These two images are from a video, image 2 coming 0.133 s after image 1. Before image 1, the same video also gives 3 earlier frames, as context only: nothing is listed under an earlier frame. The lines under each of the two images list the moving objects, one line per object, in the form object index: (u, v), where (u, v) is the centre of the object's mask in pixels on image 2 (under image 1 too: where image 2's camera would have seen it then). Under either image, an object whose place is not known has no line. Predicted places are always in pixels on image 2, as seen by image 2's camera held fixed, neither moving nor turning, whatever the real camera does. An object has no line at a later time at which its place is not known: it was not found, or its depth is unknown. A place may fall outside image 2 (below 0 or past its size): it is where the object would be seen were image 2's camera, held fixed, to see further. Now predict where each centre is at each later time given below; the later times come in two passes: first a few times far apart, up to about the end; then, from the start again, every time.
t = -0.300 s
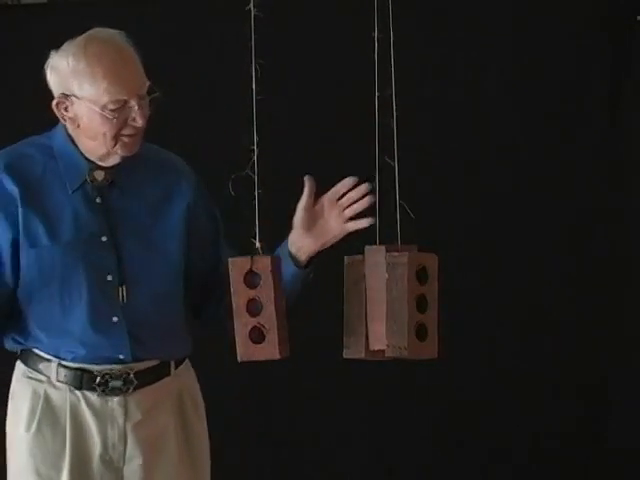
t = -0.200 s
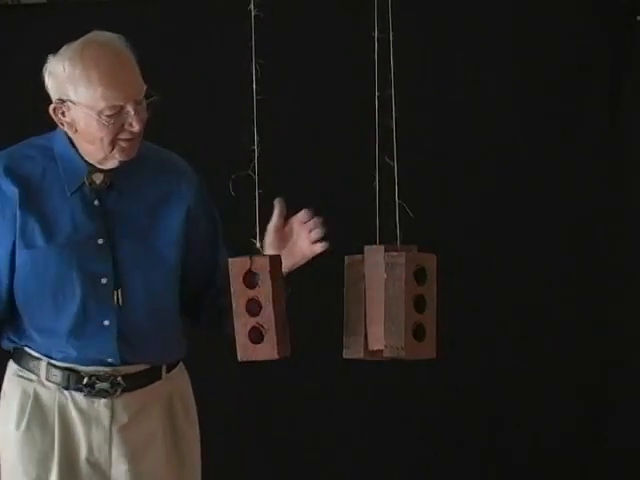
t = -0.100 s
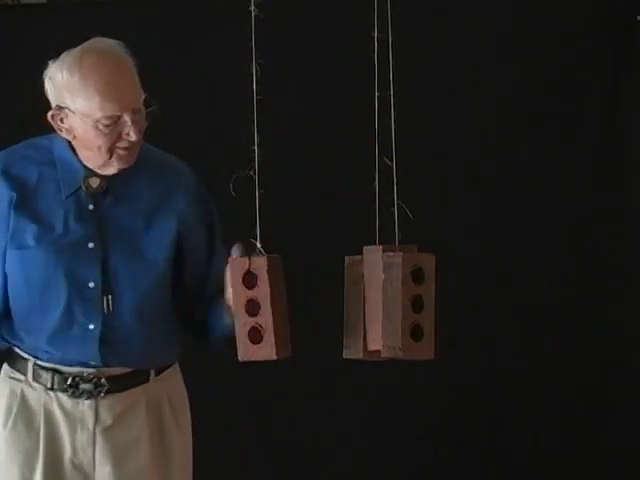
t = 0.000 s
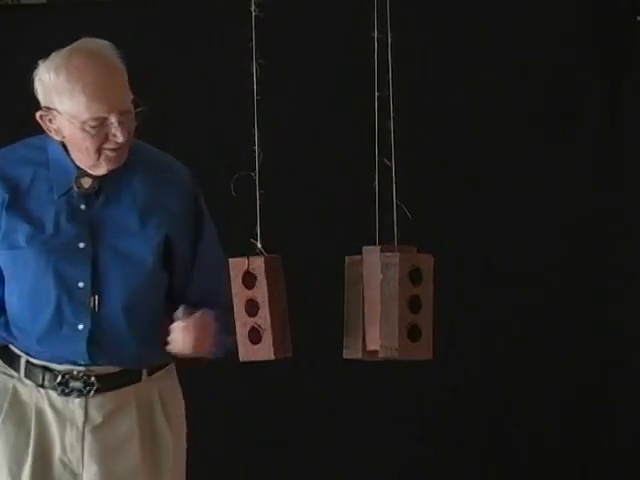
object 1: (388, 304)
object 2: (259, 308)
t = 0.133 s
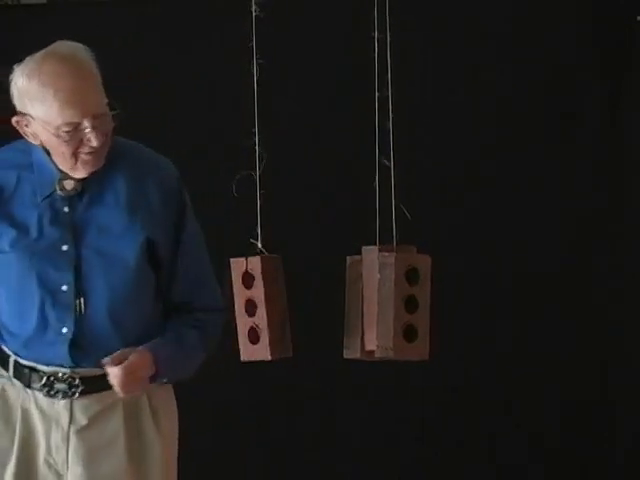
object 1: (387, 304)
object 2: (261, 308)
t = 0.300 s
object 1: (387, 304)
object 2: (262, 308)
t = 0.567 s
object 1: (386, 304)
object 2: (262, 308)
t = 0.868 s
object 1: (388, 303)
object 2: (261, 307)
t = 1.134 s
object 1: (389, 303)
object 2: (260, 307)
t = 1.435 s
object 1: (391, 304)
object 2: (258, 307)
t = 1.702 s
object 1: (391, 304)
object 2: (258, 308)
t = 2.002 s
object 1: (391, 305)
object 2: (259, 308)
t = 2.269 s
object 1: (389, 305)
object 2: (260, 308)
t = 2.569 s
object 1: (388, 304)
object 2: (262, 308)
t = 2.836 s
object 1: (387, 305)
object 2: (262, 308)
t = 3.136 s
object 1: (386, 304)
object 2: (260, 308)
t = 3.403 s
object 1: (388, 304)
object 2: (258, 307)
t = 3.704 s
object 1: (389, 304)
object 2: (257, 307)
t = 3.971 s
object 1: (391, 303)
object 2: (257, 307)
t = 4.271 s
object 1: (392, 303)
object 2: (257, 308)
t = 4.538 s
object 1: (392, 304)
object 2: (258, 308)
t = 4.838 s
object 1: (389, 304)
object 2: (259, 308)
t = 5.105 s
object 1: (387, 304)
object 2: (260, 307)
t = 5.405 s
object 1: (384, 304)
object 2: (260, 307)
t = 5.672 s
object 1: (385, 303)
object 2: (260, 307)
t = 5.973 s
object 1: (386, 305)
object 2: (258, 308)
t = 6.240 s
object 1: (389, 303)
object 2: (257, 307)
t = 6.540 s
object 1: (390, 306)
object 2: (256, 309)
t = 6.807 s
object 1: (391, 305)
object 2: (257, 309)
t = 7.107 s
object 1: (388, 305)
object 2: (258, 308)
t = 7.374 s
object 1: (388, 306)
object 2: (259, 310)
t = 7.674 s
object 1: (388, 306)
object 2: (260, 310)
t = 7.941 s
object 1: (387, 305)
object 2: (260, 309)
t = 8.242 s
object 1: (386, 305)
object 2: (259, 310)
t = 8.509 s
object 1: (388, 302)
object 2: (258, 308)
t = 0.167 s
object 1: (388, 305)
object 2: (261, 308)
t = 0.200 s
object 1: (388, 305)
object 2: (261, 308)
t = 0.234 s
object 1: (388, 305)
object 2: (262, 308)
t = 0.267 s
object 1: (387, 304)
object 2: (261, 308)
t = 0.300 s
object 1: (387, 304)
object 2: (262, 308)
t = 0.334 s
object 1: (387, 304)
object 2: (262, 308)
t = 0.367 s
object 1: (387, 304)
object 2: (262, 308)
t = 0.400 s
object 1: (386, 304)
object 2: (261, 307)
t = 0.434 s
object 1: (386, 304)
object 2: (261, 307)
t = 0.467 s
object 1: (386, 304)
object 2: (262, 307)
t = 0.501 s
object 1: (386, 304)
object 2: (262, 307)
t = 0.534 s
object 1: (386, 304)
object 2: (262, 307)
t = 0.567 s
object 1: (386, 304)
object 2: (262, 308)
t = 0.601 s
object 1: (386, 303)
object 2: (261, 307)
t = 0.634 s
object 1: (386, 303)
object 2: (261, 307)
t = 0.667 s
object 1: (386, 303)
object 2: (261, 307)
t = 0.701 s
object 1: (386, 303)
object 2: (261, 307)
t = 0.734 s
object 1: (386, 303)
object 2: (261, 307)
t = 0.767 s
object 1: (387, 303)
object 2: (261, 307)
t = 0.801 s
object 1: (387, 303)
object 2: (261, 307)
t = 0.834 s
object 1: (387, 303)
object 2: (261, 307)
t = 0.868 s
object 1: (388, 303)
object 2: (261, 307)
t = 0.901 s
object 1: (389, 303)
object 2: (261, 307)
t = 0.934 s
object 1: (389, 303)
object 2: (260, 307)
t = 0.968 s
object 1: (390, 303)
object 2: (260, 307)
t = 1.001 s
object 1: (389, 303)
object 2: (260, 307)
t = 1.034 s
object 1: (389, 303)
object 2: (260, 307)
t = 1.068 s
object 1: (389, 304)
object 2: (260, 307)
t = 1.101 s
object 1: (389, 304)
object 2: (260, 307)
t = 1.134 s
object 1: (389, 303)
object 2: (260, 307)
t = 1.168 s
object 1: (389, 303)
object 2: (259, 307)
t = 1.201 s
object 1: (389, 304)
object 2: (259, 307)
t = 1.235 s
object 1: (390, 304)
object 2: (259, 307)
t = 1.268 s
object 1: (390, 304)
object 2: (259, 307)
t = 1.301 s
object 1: (390, 304)
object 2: (259, 307)
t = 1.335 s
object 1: (390, 304)
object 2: (259, 307)
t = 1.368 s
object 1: (390, 304)
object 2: (259, 307)
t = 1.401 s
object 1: (391, 304)
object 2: (259, 308)
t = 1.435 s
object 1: (391, 304)
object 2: (258, 307)
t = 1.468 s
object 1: (391, 304)
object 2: (258, 307)
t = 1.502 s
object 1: (391, 304)
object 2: (258, 307)
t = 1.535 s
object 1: (391, 304)
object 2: (258, 308)
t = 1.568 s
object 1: (391, 305)
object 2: (258, 308)
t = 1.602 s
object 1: (391, 304)
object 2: (258, 308)
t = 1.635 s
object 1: (391, 304)
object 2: (258, 308)
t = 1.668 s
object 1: (391, 305)
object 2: (258, 308)
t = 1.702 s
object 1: (391, 304)
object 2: (258, 308)
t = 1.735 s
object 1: (391, 304)
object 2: (258, 308)
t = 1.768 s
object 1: (391, 304)
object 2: (258, 308)
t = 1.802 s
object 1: (391, 305)
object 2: (258, 308)
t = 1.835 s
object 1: (391, 305)
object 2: (258, 308)
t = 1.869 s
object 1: (391, 305)
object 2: (258, 308)
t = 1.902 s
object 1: (391, 305)
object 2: (259, 308)
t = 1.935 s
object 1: (391, 305)
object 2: (259, 308)
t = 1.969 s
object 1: (391, 305)
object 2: (259, 308)
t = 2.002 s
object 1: (391, 305)
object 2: (259, 308)
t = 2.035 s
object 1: (391, 305)
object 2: (259, 308)
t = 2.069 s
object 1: (391, 305)
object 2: (259, 308)
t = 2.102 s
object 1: (390, 305)
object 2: (259, 308)
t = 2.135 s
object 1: (390, 305)
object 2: (260, 308)
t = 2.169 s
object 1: (390, 305)
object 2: (260, 308)
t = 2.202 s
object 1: (390, 305)
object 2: (260, 308)
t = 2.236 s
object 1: (389, 305)
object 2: (260, 308)
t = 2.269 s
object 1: (389, 305)
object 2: (260, 308)
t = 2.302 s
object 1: (389, 305)
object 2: (260, 308)
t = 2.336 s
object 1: (389, 305)
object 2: (260, 309)
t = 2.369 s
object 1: (389, 305)
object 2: (261, 308)
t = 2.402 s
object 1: (388, 305)
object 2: (261, 308)
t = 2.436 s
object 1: (388, 305)
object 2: (261, 309)
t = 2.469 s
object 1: (388, 304)
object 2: (261, 308)
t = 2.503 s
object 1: (388, 305)
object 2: (261, 308)
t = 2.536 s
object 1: (388, 305)
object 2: (261, 308)
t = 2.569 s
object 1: (388, 304)
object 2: (262, 308)
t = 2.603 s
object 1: (387, 305)
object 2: (262, 308)
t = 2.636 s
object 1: (387, 305)
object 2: (262, 308)
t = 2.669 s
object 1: (387, 305)
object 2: (262, 308)
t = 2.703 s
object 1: (387, 305)
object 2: (262, 308)
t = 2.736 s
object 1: (387, 305)
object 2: (262, 308)
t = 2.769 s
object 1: (387, 305)
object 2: (262, 308)
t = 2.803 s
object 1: (387, 305)
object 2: (262, 308)
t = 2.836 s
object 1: (387, 305)
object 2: (262, 308)
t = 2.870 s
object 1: (386, 305)
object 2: (261, 308)
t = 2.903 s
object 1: (387, 305)
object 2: (262, 308)
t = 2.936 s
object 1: (387, 305)
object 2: (262, 308)
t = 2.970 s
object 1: (387, 305)
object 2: (262, 308)
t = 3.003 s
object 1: (385, 304)
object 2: (260, 308)
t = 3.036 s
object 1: (385, 304)
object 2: (260, 308)
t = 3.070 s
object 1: (386, 304)
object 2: (260, 308)
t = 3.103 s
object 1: (386, 304)
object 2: (260, 307)
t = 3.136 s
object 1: (386, 304)
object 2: (260, 308)
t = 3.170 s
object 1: (386, 304)
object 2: (259, 308)
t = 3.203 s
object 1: (386, 304)
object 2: (259, 307)
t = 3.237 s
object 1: (387, 304)
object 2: (259, 307)
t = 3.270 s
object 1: (387, 304)
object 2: (259, 307)
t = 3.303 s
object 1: (387, 304)
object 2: (259, 307)
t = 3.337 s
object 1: (387, 304)
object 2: (259, 307)
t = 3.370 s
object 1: (388, 304)
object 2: (259, 307)
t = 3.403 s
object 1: (388, 304)
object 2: (258, 307)
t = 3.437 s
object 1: (388, 304)
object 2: (258, 307)
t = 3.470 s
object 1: (389, 304)
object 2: (259, 307)
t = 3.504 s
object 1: (389, 304)
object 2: (258, 307)
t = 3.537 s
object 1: (389, 304)
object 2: (258, 307)
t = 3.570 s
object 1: (390, 304)
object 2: (258, 307)
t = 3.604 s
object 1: (390, 304)
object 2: (258, 307)
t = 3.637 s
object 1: (390, 304)
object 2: (258, 307)
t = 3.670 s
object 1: (390, 304)
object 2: (257, 307)
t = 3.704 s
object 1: (389, 304)
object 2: (257, 307)
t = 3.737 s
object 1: (389, 304)
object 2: (257, 307)
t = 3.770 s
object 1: (389, 304)
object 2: (257, 307)
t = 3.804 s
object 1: (390, 303)
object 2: (257, 307)
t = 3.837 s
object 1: (390, 303)
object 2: (257, 307)
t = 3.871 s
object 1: (390, 303)
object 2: (257, 307)
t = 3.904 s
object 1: (391, 303)
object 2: (257, 307)
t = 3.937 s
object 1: (391, 303)
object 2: (257, 307)
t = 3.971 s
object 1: (391, 303)
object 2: (257, 307)
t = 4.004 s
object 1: (391, 303)
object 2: (257, 307)
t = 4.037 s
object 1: (391, 303)
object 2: (257, 307)
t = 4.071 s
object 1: (391, 303)
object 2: (257, 307)
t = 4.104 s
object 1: (391, 303)
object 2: (256, 307)
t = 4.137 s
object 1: (391, 303)
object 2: (256, 307)
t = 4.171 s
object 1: (392, 303)
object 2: (257, 307)
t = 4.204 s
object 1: (392, 303)
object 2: (257, 307)
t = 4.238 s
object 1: (391, 303)
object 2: (257, 307)
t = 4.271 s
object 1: (392, 303)
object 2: (257, 308)
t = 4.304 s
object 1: (392, 303)
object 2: (257, 307)
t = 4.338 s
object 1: (392, 304)
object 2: (257, 308)
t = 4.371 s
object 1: (392, 304)
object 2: (257, 307)
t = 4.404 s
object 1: (392, 304)
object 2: (257, 307)
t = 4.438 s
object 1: (392, 304)
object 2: (257, 308)
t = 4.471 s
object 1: (392, 304)
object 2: (257, 308)
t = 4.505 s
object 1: (392, 304)
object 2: (258, 307)
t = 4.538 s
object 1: (392, 304)
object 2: (258, 308)
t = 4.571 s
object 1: (391, 304)
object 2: (258, 308)
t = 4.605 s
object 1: (391, 303)
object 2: (258, 308)
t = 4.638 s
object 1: (391, 303)
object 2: (258, 308)
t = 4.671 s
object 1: (391, 304)
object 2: (258, 307)
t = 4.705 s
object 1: (391, 303)
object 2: (259, 308)
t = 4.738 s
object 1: (390, 303)
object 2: (259, 308)
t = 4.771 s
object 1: (390, 303)
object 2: (259, 308)
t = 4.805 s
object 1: (389, 303)
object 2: (259, 307)
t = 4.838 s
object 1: (389, 304)
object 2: (259, 308)
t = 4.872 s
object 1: (389, 304)
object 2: (259, 308)
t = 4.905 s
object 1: (388, 304)
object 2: (259, 308)
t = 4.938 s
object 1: (388, 304)
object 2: (259, 308)
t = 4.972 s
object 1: (388, 304)
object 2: (260, 308)
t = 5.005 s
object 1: (387, 304)
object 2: (260, 308)
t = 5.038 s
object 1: (387, 304)
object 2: (260, 307)
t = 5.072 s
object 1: (387, 304)
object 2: (260, 307)
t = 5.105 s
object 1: (387, 304)
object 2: (260, 307)
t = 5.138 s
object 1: (386, 304)
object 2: (260, 307)
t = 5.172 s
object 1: (386, 304)
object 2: (260, 307)
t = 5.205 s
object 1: (386, 304)
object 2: (260, 307)
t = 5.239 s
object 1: (386, 304)
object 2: (260, 307)
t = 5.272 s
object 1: (385, 304)
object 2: (260, 307)
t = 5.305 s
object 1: (385, 304)
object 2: (260, 307)
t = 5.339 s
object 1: (385, 304)
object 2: (260, 308)
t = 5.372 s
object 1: (385, 304)
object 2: (260, 308)
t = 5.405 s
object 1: (384, 304)
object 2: (260, 307)
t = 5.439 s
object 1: (384, 304)
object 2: (260, 307)
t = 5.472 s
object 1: (384, 303)
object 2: (260, 307)
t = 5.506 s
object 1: (385, 303)
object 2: (260, 307)
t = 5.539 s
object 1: (386, 303)
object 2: (260, 307)
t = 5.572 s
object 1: (386, 303)
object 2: (260, 308)
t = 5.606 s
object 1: (386, 303)
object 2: (260, 308)
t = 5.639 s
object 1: (385, 303)
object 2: (260, 307)
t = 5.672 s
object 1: (385, 303)
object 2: (260, 307)
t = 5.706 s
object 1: (385, 303)
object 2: (259, 307)
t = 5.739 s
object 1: (385, 303)
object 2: (259, 308)
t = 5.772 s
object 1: (385, 303)
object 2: (259, 308)
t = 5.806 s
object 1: (385, 304)
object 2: (259, 308)
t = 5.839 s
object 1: (385, 304)
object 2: (259, 308)
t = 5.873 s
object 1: (385, 304)
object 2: (258, 308)
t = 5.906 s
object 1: (386, 304)
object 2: (258, 308)
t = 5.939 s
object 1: (385, 304)
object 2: (258, 308)
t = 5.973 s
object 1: (386, 305)
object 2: (258, 308)
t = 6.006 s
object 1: (386, 305)
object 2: (258, 308)
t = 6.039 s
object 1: (387, 304)
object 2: (258, 307)
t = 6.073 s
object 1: (387, 305)
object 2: (257, 308)
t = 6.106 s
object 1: (387, 304)
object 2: (257, 308)
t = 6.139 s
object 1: (388, 303)
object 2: (257, 307)
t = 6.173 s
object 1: (388, 304)
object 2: (257, 308)
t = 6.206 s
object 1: (388, 305)
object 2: (257, 309)
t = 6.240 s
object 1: (389, 303)
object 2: (257, 307)
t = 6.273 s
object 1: (389, 303)
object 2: (257, 308)
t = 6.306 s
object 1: (389, 305)
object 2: (257, 309)
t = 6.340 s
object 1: (389, 303)
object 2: (256, 308)
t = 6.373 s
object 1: (390, 303)
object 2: (256, 307)
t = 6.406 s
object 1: (389, 304)
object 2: (256, 309)
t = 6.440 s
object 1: (390, 305)
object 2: (256, 309)
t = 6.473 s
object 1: (390, 304)
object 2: (257, 308)
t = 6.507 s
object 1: (390, 306)
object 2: (256, 310)
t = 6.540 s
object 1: (390, 306)
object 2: (256, 309)
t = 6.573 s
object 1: (391, 304)
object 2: (257, 308)
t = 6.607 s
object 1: (390, 306)
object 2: (256, 309)
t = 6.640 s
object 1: (391, 306)
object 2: (256, 309)
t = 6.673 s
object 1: (391, 304)
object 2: (256, 308)
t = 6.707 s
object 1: (391, 305)
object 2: (256, 309)
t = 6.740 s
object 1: (391, 306)
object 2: (256, 309)
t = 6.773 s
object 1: (391, 305)
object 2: (256, 308)
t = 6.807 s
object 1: (391, 305)
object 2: (257, 309)
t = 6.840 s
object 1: (391, 306)
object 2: (257, 310)
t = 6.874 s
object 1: (391, 305)
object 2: (257, 308)
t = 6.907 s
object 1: (391, 305)
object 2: (257, 308)
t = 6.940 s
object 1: (391, 306)
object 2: (257, 309)
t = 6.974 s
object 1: (391, 305)
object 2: (258, 308)
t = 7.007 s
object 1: (391, 305)
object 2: (258, 308)
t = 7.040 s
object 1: (391, 306)
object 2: (258, 309)
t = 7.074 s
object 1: (389, 305)
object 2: (258, 309)
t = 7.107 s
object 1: (388, 305)
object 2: (258, 308)
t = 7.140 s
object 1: (388, 306)
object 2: (259, 309)
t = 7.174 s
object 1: (389, 305)
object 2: (259, 309)
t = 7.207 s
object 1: (388, 304)
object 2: (259, 308)
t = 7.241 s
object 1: (388, 305)
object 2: (259, 309)
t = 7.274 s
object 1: (388, 305)
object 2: (259, 310)
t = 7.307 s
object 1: (388, 305)
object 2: (259, 309)
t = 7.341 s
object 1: (388, 305)
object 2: (259, 310)
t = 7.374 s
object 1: (388, 306)
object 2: (259, 310)
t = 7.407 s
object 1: (387, 305)
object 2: (260, 309)
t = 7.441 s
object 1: (387, 305)
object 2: (260, 309)
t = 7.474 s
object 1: (387, 306)
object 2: (260, 310)
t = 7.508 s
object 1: (387, 305)
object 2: (260, 309)
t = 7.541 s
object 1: (388, 305)
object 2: (260, 309)
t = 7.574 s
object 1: (388, 306)
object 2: (260, 310)
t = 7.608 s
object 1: (388, 305)
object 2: (260, 309)
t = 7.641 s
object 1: (387, 305)
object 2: (260, 309)
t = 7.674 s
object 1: (388, 306)
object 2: (260, 310)
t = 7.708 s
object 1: (387, 305)
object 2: (260, 310)
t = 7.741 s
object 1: (388, 305)
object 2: (260, 309)
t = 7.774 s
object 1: (387, 305)
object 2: (260, 309)
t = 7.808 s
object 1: (387, 305)
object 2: (261, 309)
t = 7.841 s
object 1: (387, 305)
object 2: (261, 308)
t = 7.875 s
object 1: (387, 305)
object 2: (261, 309)
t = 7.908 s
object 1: (387, 306)
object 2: (260, 309)
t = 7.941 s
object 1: (387, 305)
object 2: (260, 309)
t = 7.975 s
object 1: (386, 306)
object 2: (260, 309)
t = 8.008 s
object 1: (386, 306)
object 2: (260, 309)
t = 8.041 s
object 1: (387, 306)
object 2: (260, 309)
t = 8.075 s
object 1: (387, 306)
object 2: (259, 309)
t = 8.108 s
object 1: (386, 306)
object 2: (259, 310)
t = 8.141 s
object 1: (387, 306)
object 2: (259, 309)
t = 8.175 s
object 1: (386, 306)
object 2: (259, 310)
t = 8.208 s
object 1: (386, 306)
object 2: (259, 310)
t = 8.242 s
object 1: (386, 305)
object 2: (259, 310)
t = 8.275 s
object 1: (386, 305)
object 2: (259, 310)
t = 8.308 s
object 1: (387, 305)
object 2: (259, 309)
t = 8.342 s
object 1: (385, 304)
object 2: (257, 309)
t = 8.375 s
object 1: (387, 303)
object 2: (258, 308)
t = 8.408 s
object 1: (388, 303)
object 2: (259, 308)
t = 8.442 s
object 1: (388, 303)
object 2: (259, 308)
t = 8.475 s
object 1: (388, 303)
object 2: (258, 308)
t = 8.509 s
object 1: (388, 302)
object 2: (258, 308)
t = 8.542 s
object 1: (388, 303)
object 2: (258, 308)
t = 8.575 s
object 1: (388, 303)
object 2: (258, 308)
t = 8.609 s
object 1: (388, 303)
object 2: (257, 308)
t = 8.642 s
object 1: (388, 303)
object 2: (257, 308)
